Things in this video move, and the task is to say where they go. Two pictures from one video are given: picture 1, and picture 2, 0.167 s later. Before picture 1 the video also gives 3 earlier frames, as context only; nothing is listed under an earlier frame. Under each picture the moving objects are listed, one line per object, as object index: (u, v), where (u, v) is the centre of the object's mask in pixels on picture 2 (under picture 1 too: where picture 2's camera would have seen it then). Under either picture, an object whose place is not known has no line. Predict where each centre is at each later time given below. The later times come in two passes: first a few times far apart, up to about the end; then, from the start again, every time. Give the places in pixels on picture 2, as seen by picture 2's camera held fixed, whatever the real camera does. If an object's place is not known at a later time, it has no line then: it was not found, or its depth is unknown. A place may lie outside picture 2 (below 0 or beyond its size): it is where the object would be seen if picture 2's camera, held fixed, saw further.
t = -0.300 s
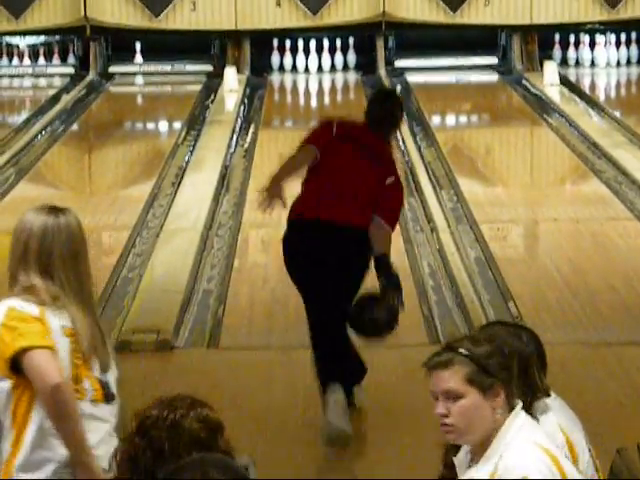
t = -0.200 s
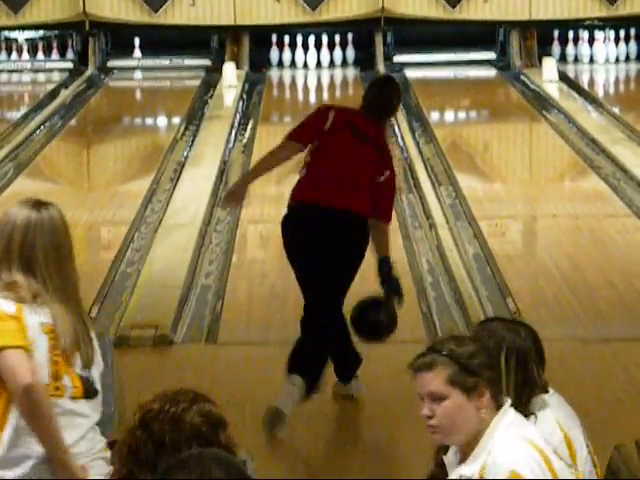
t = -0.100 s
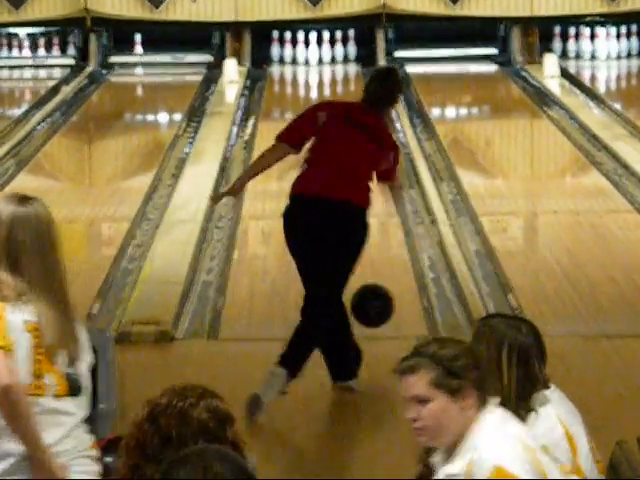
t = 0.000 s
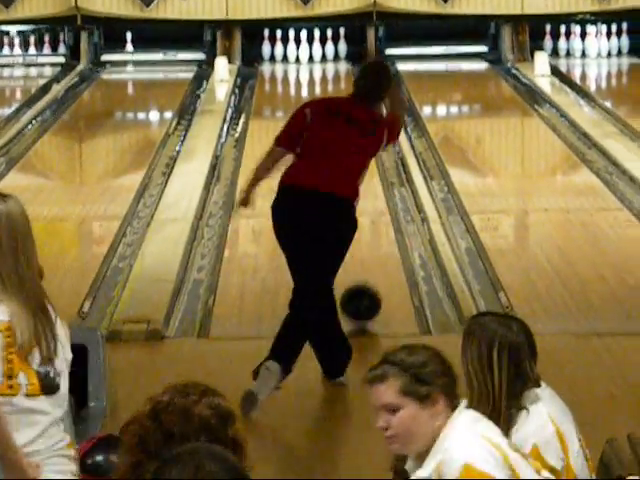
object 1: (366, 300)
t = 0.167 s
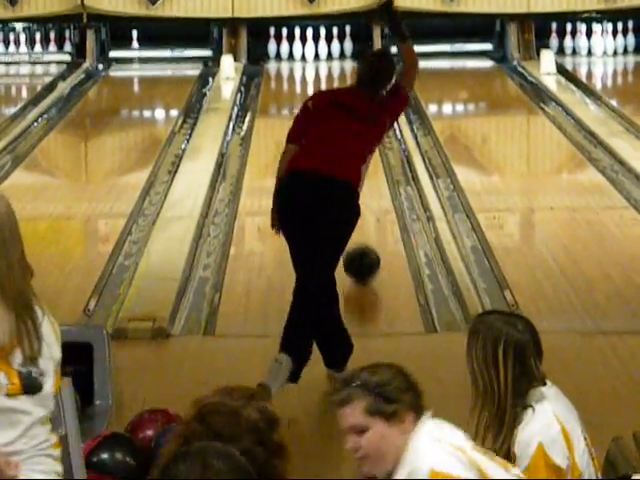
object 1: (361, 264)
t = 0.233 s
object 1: (360, 250)
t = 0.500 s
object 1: (361, 204)
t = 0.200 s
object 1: (361, 256)
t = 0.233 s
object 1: (360, 250)
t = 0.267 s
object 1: (360, 244)
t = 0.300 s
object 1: (361, 237)
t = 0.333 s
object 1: (360, 231)
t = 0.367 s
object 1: (361, 226)
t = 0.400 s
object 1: (361, 221)
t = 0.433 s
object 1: (361, 215)
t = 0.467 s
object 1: (361, 209)
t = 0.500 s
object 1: (361, 204)
